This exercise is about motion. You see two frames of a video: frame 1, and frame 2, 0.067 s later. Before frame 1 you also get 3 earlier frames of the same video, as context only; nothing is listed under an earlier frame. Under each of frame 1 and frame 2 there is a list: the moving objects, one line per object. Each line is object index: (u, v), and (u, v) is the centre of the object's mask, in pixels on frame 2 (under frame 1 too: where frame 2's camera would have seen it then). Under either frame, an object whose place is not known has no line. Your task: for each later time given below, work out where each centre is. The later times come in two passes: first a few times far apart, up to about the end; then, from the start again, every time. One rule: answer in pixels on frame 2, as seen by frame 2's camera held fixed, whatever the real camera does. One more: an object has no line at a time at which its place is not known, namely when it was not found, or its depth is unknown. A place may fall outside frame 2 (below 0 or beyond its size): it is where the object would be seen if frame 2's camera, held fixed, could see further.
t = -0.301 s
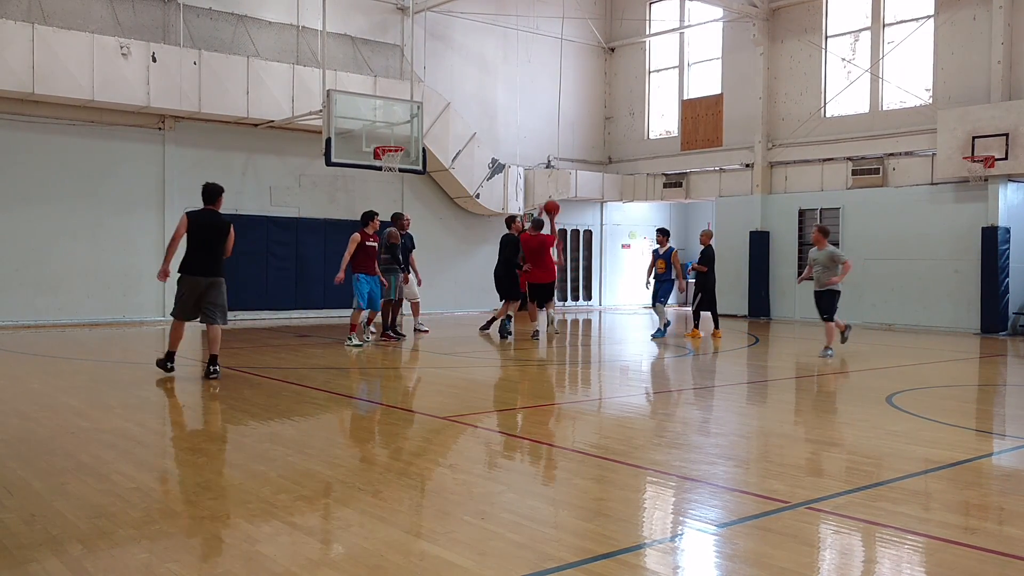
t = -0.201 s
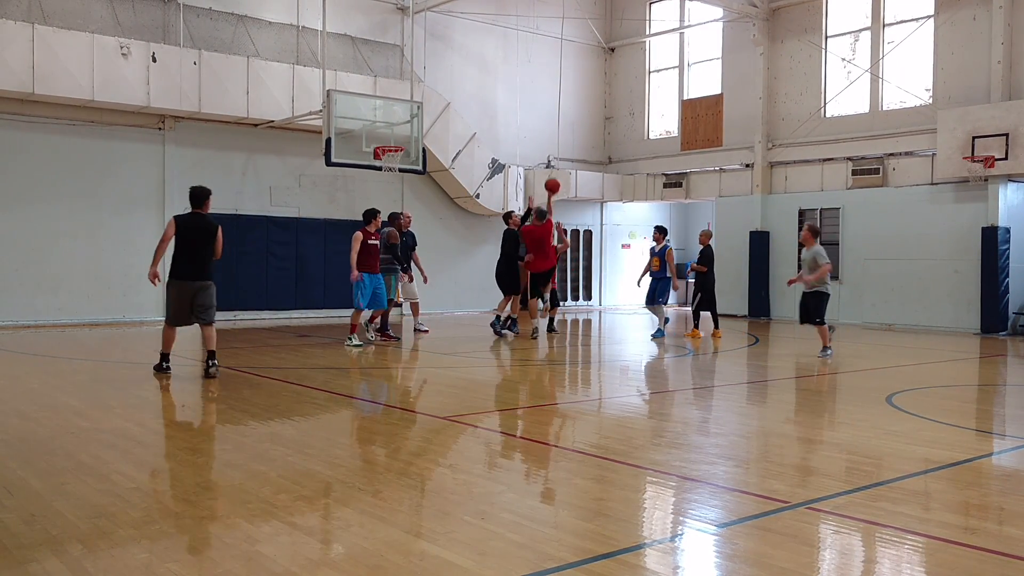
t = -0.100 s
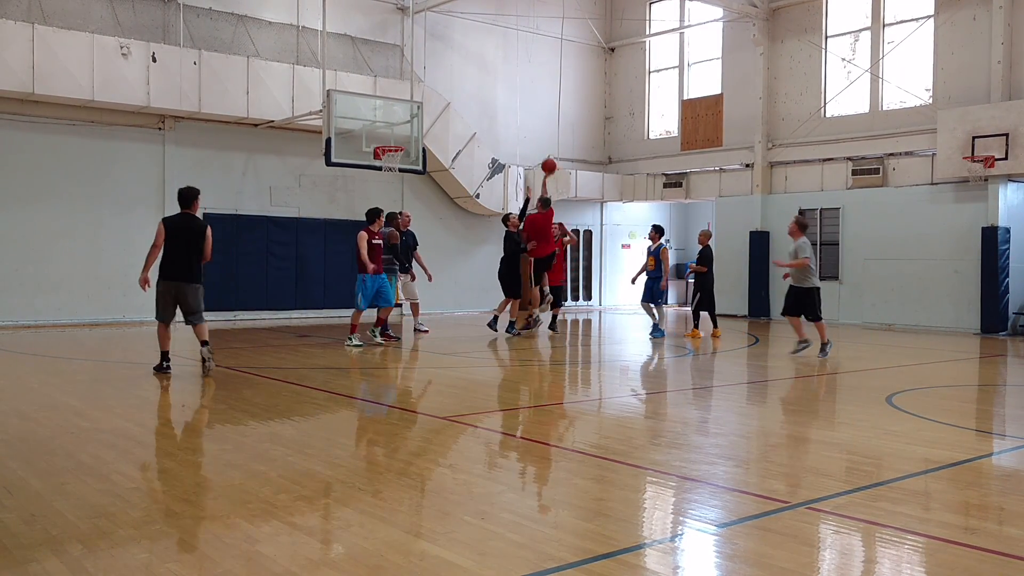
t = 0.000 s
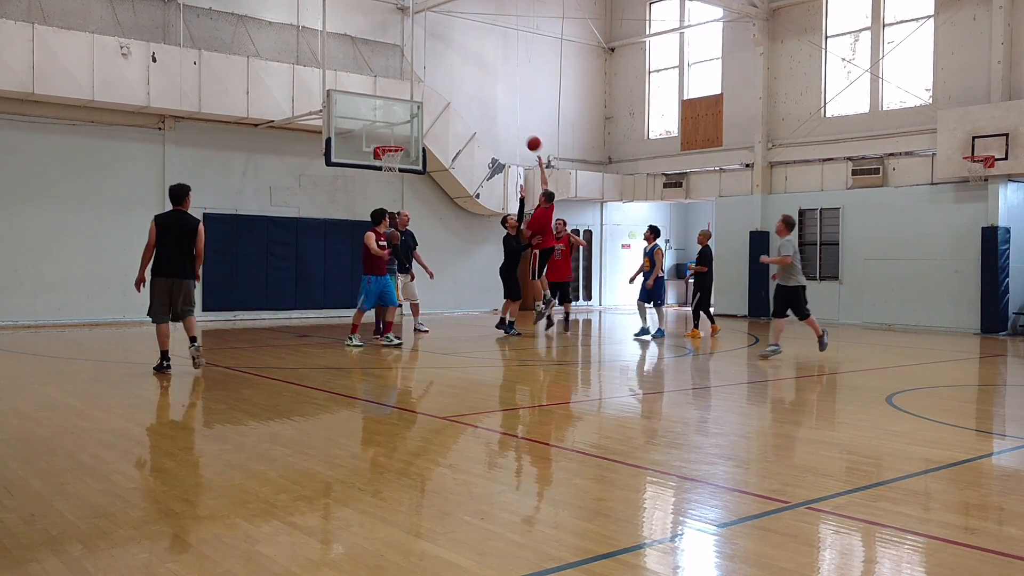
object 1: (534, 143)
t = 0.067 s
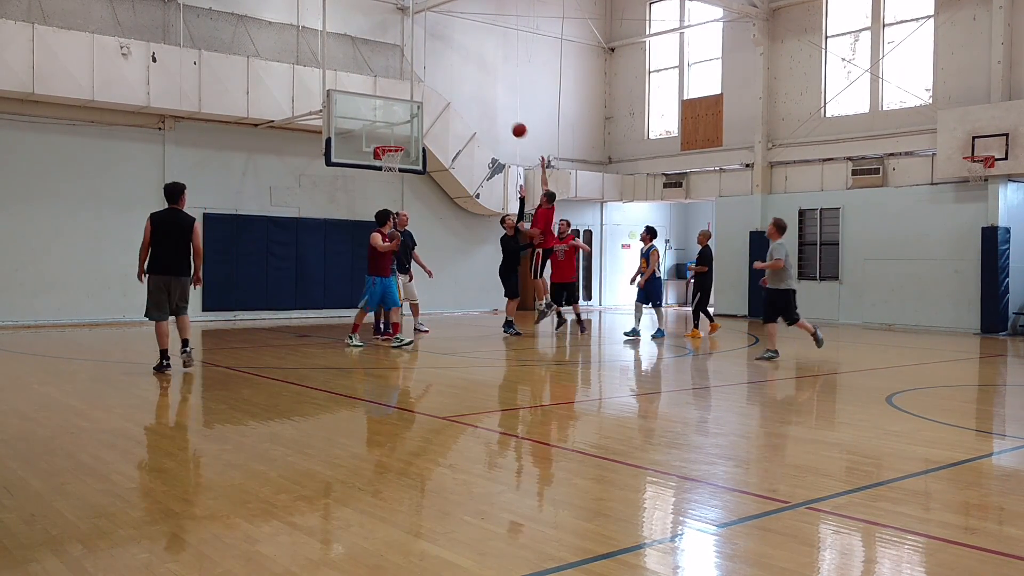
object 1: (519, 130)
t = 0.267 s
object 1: (477, 107)
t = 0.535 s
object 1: (426, 115)
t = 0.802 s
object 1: (399, 141)
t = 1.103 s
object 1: (421, 156)
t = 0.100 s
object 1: (512, 124)
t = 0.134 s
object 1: (505, 119)
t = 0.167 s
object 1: (498, 115)
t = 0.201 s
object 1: (491, 112)
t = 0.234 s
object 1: (486, 109)
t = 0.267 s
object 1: (477, 107)
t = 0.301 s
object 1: (470, 106)
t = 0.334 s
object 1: (464, 105)
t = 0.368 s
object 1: (457, 105)
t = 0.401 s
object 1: (451, 106)
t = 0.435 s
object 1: (445, 107)
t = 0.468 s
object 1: (438, 110)
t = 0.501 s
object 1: (432, 112)
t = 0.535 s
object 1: (426, 115)
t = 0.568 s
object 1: (420, 119)
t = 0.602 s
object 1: (414, 124)
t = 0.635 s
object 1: (408, 129)
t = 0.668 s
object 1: (402, 135)
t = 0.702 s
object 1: (396, 140)
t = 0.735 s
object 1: (393, 143)
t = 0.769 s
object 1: (395, 143)
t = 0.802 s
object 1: (399, 141)
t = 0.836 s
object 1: (402, 141)
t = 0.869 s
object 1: (404, 140)
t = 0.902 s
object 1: (407, 141)
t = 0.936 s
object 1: (410, 142)
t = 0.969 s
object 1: (412, 143)
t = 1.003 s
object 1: (414, 146)
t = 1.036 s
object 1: (416, 149)
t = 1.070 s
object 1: (419, 152)
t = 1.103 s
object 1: (421, 156)
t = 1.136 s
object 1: (423, 161)
